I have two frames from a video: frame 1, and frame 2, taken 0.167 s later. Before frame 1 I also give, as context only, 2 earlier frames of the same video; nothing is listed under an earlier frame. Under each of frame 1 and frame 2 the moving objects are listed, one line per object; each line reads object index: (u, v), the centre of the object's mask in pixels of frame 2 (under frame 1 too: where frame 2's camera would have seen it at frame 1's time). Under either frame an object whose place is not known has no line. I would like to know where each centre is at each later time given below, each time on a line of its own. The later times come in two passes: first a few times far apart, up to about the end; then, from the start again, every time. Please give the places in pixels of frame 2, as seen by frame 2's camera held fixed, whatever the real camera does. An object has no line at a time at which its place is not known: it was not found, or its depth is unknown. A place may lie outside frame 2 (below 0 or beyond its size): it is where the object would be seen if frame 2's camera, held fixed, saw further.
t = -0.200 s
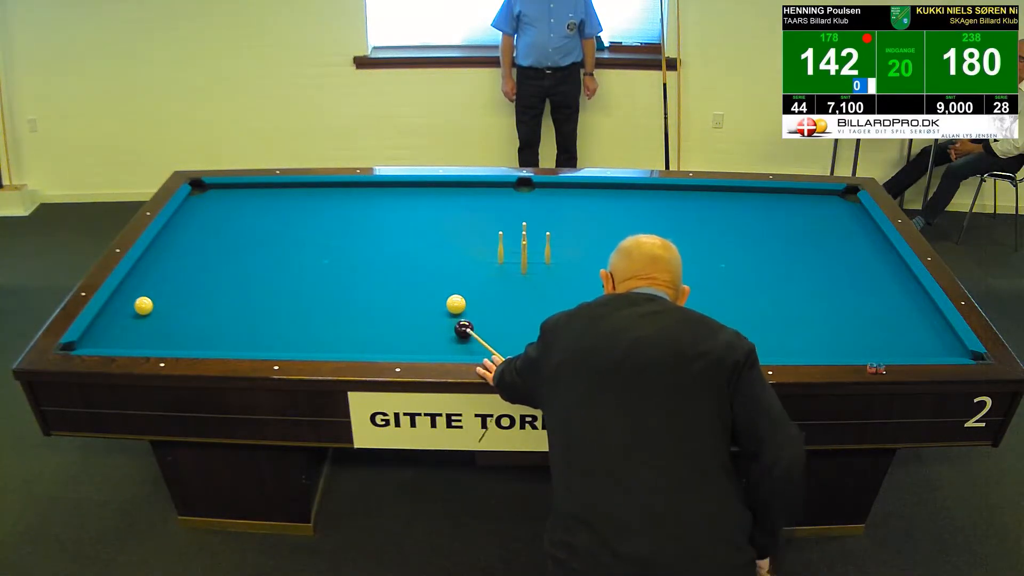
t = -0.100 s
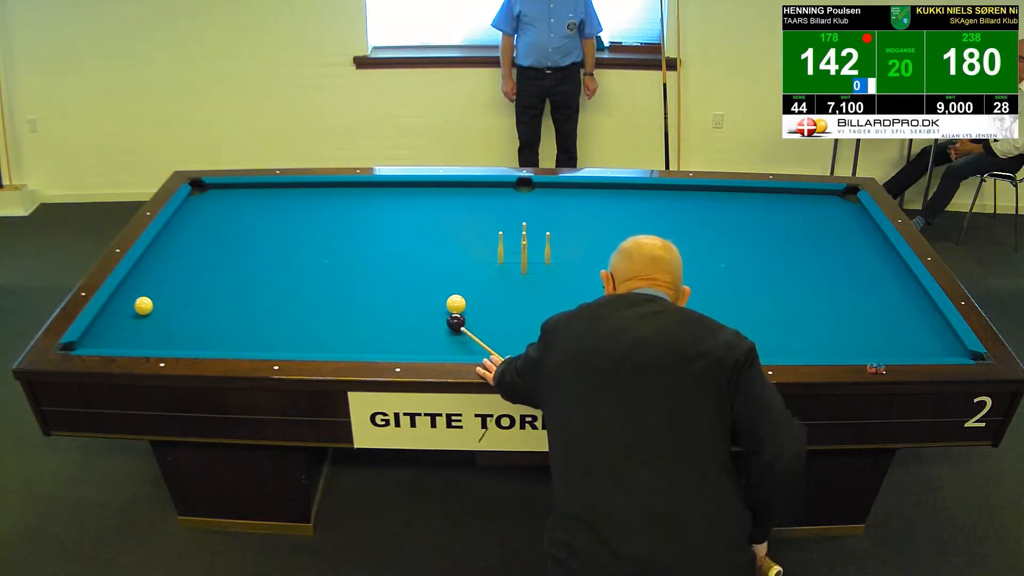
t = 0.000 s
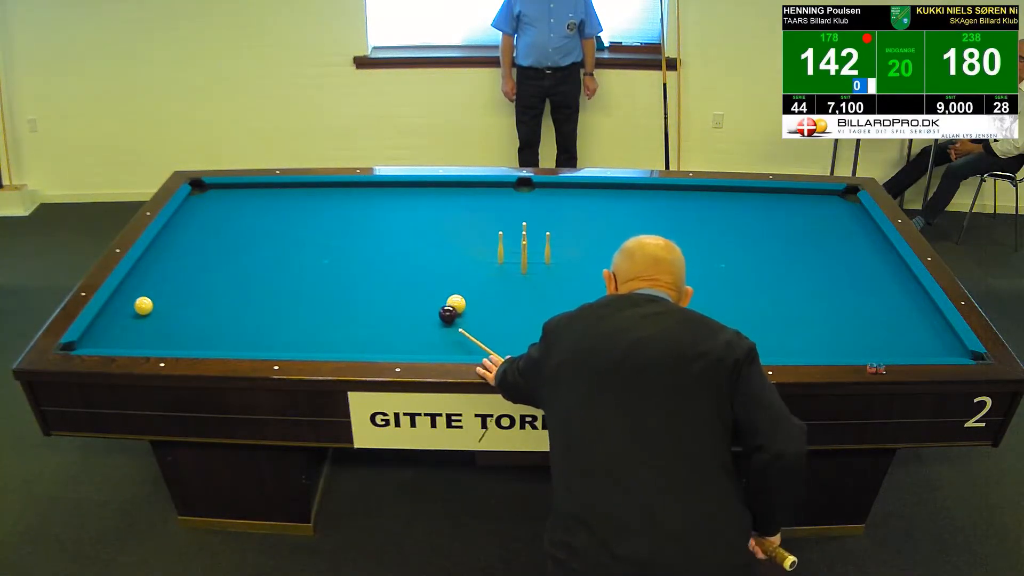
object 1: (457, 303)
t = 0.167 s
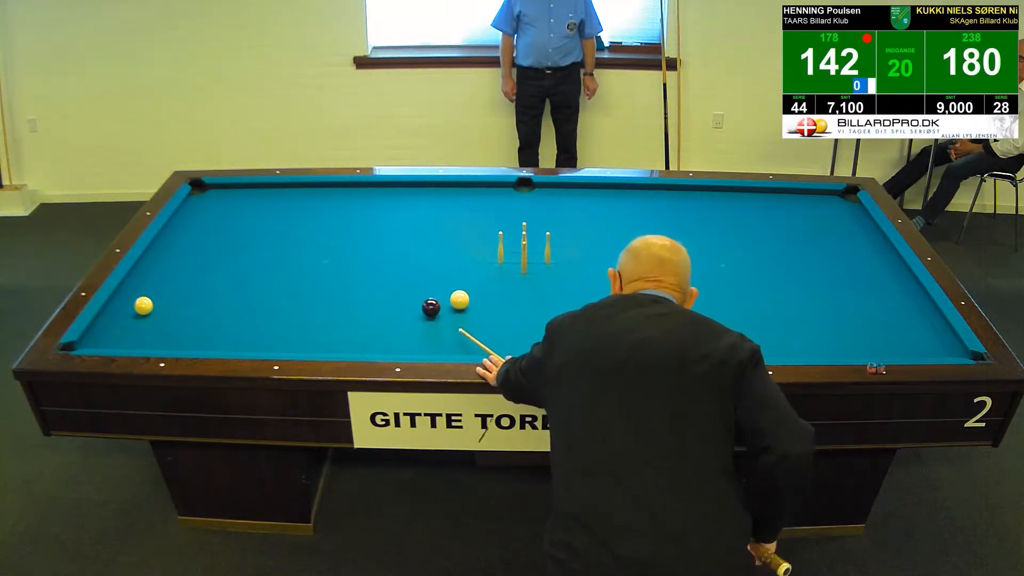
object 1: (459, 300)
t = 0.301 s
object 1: (462, 296)
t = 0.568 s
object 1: (468, 289)
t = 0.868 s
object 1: (473, 283)
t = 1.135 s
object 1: (477, 277)
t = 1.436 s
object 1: (482, 272)
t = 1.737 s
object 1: (485, 267)
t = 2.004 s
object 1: (488, 264)
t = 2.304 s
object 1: (491, 260)
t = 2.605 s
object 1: (493, 257)
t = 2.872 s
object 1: (494, 256)
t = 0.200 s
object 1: (460, 299)
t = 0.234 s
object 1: (461, 298)
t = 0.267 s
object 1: (462, 297)
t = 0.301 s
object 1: (462, 296)
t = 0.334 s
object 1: (463, 295)
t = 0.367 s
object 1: (464, 294)
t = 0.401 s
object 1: (464, 293)
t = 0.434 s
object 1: (465, 293)
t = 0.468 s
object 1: (466, 292)
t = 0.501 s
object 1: (466, 291)
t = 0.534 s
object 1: (467, 290)
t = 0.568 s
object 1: (468, 289)
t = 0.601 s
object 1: (468, 289)
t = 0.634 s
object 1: (469, 288)
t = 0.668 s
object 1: (469, 287)
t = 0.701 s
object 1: (470, 286)
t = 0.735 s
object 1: (471, 286)
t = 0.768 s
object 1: (471, 285)
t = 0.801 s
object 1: (472, 284)
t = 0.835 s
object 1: (472, 283)
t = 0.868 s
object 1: (473, 283)
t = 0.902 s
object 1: (474, 282)
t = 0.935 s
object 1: (474, 281)
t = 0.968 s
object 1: (475, 281)
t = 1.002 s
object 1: (475, 280)
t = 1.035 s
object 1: (476, 279)
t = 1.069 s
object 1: (476, 279)
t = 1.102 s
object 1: (477, 278)
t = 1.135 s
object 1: (477, 277)
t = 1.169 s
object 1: (478, 277)
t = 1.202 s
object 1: (478, 276)
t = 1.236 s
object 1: (479, 276)
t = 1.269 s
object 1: (479, 275)
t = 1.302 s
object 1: (480, 274)
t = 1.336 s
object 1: (480, 274)
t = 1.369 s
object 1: (481, 273)
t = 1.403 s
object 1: (481, 272)
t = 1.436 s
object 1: (482, 272)
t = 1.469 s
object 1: (482, 271)
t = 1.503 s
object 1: (483, 271)
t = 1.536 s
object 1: (483, 270)
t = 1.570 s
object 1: (483, 270)
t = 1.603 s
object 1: (484, 269)
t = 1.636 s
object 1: (484, 269)
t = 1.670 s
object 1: (485, 268)
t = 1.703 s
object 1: (485, 268)
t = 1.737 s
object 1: (485, 267)
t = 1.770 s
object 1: (486, 267)
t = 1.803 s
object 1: (486, 266)
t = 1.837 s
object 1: (486, 266)
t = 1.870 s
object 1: (487, 265)
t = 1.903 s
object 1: (487, 265)
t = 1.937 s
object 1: (488, 265)
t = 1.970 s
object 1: (488, 264)
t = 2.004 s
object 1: (488, 264)
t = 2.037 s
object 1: (489, 263)
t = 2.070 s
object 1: (489, 263)
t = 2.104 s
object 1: (489, 262)
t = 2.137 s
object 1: (490, 262)
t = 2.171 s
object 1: (490, 262)
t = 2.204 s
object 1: (490, 261)
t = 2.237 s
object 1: (491, 261)
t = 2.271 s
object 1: (491, 260)
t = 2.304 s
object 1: (491, 260)
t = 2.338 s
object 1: (491, 260)
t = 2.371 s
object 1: (492, 259)
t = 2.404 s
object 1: (492, 259)
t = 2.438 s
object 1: (492, 259)
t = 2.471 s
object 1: (492, 258)
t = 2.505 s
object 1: (493, 258)
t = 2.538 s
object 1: (493, 258)
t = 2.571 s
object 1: (493, 257)
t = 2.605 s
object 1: (493, 257)
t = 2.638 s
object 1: (493, 257)
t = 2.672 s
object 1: (494, 257)
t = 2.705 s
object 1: (494, 257)
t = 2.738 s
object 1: (494, 256)
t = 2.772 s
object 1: (494, 256)
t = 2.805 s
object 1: (494, 256)
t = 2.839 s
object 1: (494, 256)
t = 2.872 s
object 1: (494, 256)
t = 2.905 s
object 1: (494, 255)
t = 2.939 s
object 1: (494, 255)
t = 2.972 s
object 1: (494, 255)
